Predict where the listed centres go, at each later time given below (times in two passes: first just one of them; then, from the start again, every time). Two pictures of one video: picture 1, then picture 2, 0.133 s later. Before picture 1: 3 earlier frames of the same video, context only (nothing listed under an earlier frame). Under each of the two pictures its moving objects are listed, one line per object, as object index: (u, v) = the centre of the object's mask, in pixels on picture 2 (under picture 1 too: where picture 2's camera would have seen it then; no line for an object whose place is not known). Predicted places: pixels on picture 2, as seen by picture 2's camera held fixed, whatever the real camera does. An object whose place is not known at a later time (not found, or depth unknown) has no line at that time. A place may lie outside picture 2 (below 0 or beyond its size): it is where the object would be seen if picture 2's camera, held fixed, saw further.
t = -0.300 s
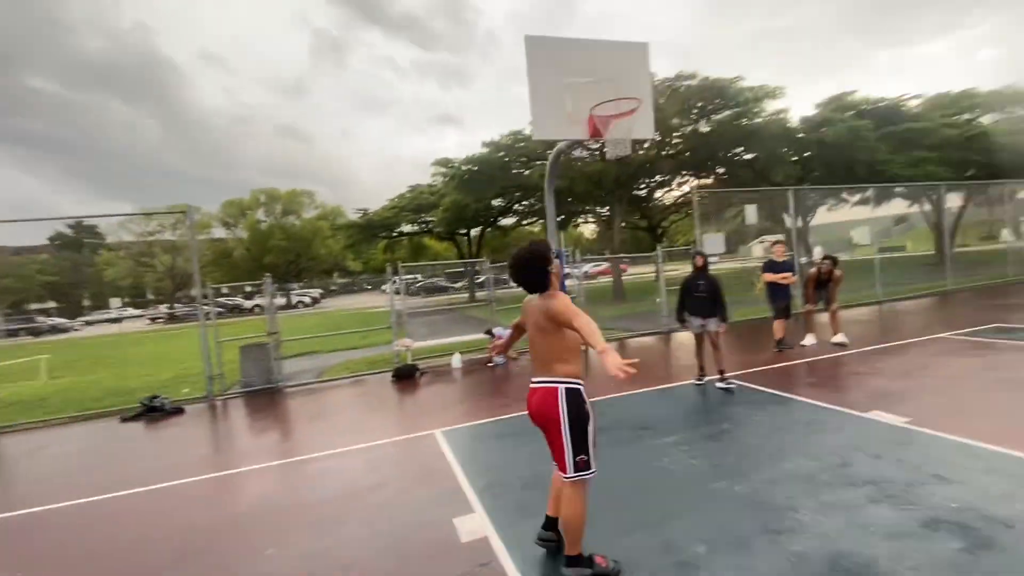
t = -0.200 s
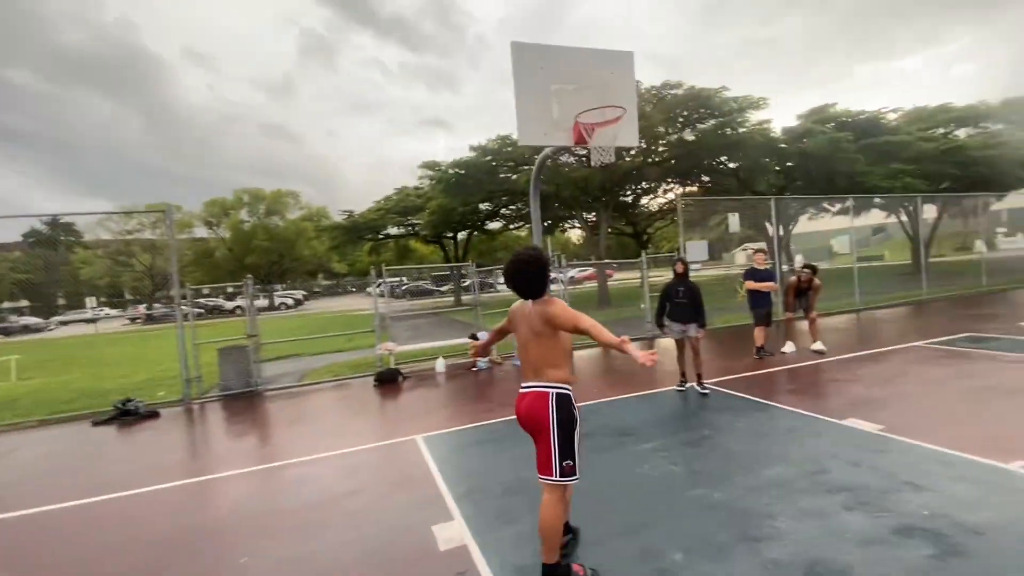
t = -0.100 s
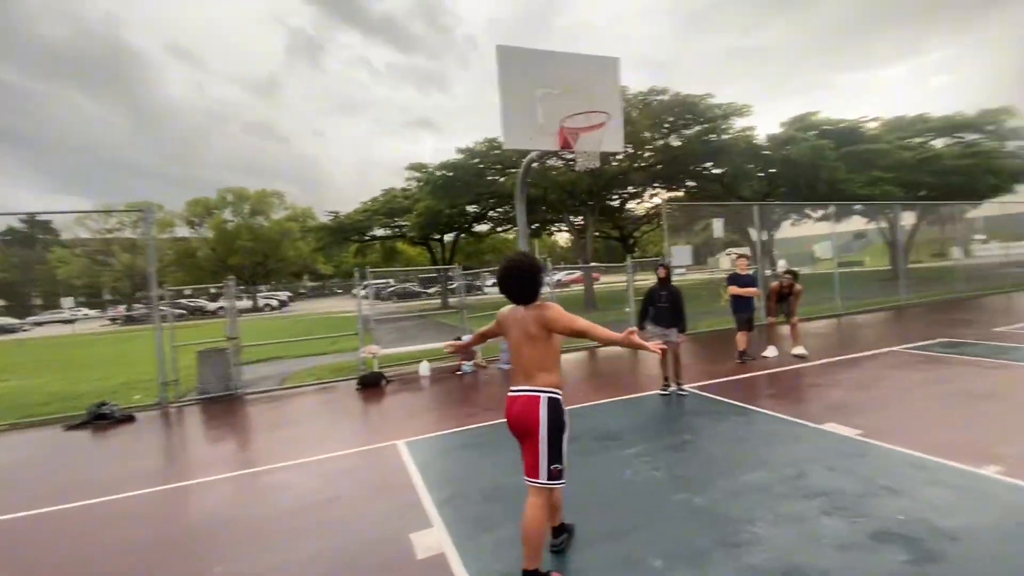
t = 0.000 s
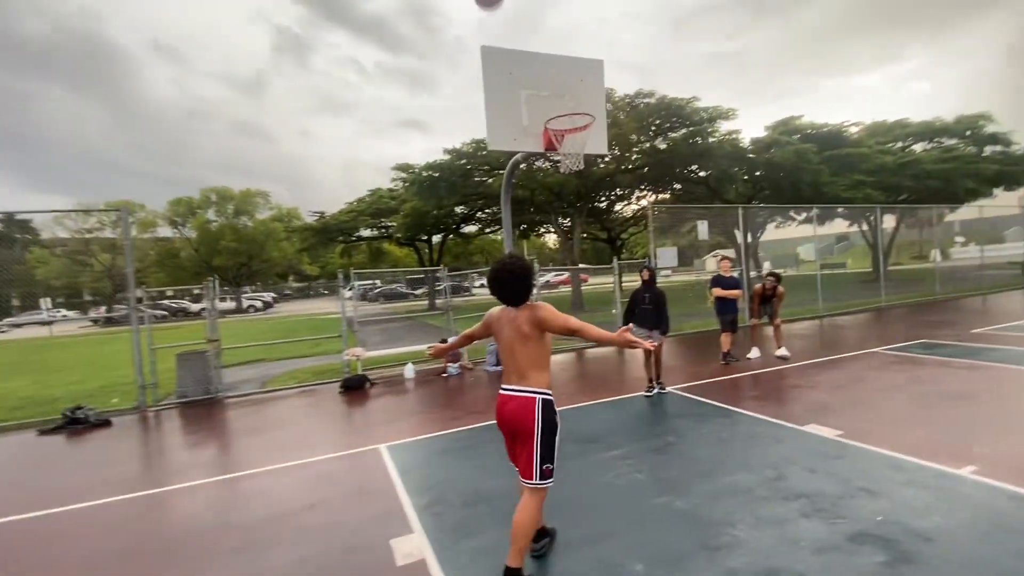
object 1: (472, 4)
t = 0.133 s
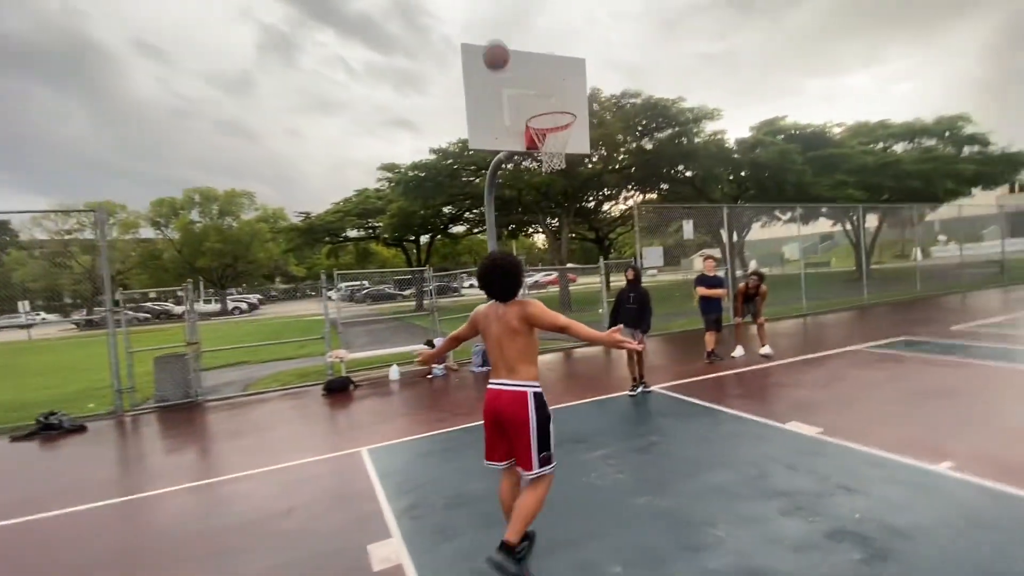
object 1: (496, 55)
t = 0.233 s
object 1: (511, 106)
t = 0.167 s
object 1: (501, 73)
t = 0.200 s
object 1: (507, 89)
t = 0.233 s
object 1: (511, 106)
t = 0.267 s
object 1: (519, 112)
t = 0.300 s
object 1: (522, 99)
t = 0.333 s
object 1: (523, 85)
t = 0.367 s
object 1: (524, 71)
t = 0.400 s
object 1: (526, 57)
